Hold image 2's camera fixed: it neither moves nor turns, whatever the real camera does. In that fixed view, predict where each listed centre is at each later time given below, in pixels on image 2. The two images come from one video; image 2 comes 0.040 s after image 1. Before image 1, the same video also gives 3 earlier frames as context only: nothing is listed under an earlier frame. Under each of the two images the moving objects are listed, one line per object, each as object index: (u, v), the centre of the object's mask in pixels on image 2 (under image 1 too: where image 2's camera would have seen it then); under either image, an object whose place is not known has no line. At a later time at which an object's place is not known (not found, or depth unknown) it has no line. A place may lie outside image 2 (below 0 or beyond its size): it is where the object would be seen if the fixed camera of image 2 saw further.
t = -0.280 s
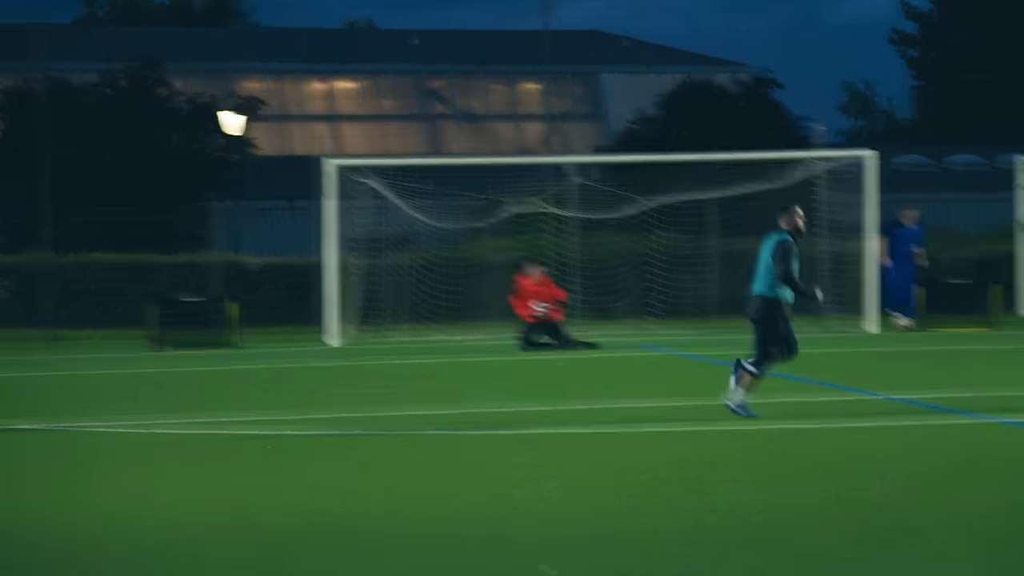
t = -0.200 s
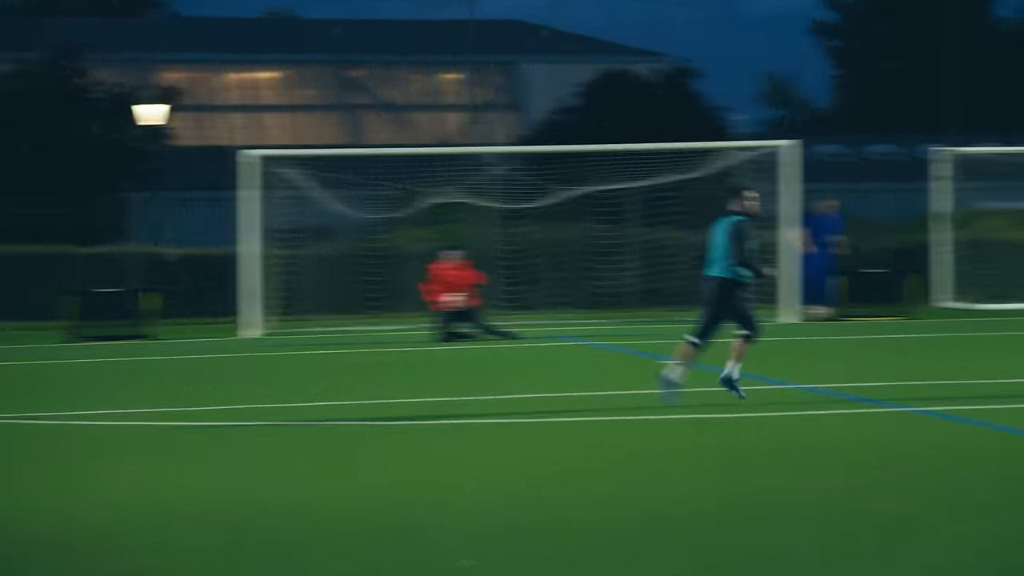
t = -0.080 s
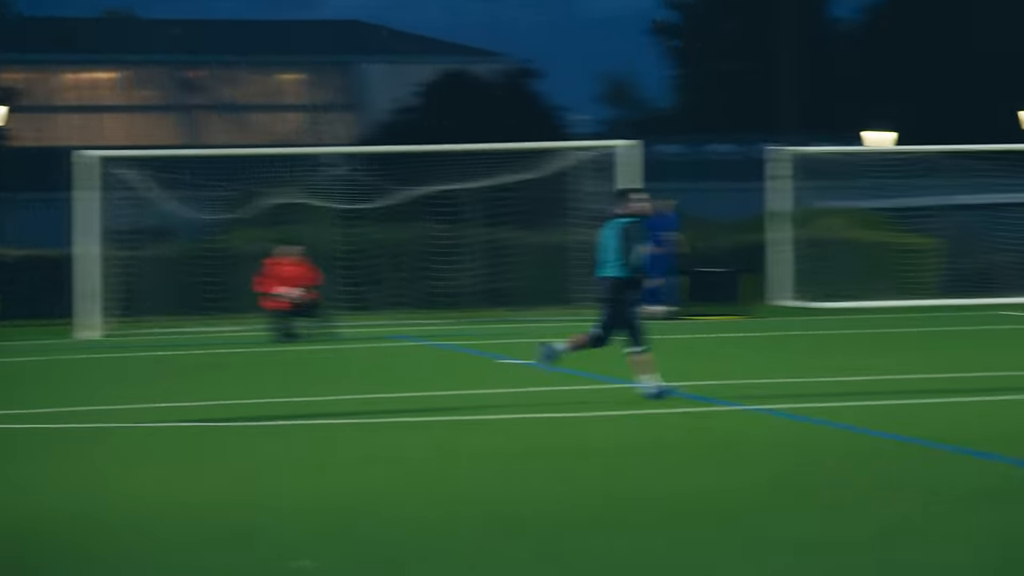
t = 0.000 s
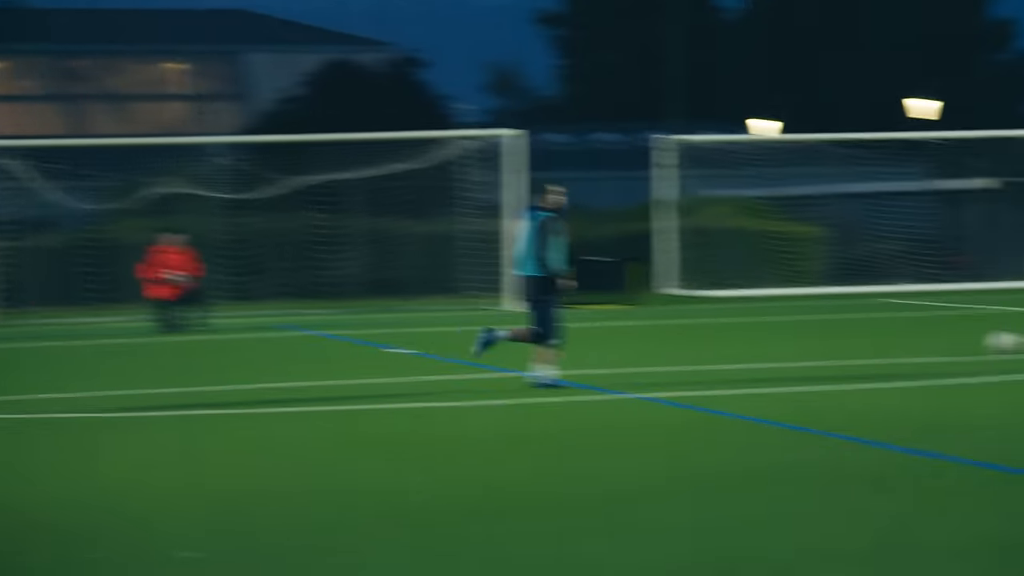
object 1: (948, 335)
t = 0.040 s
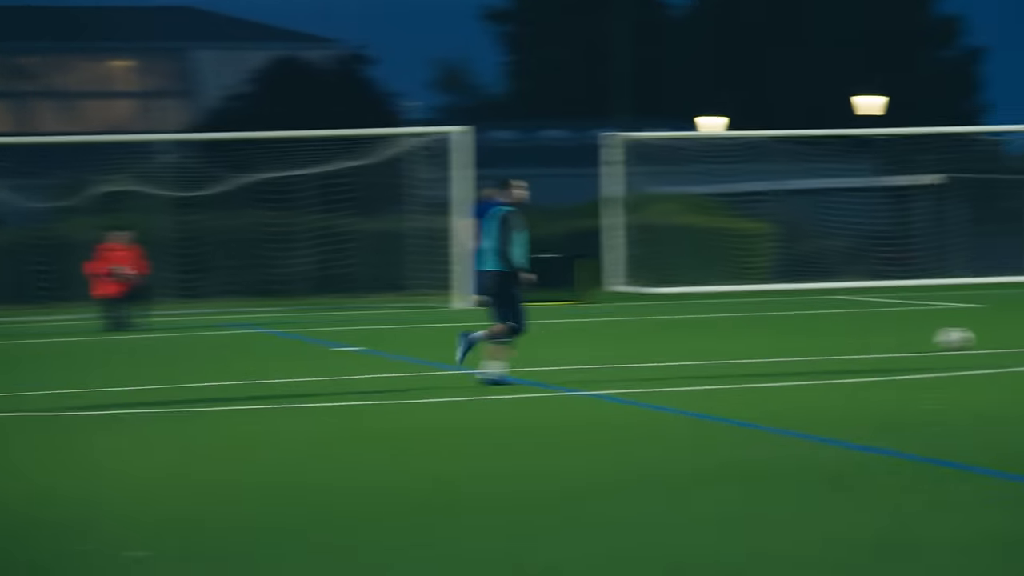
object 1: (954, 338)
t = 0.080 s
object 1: (956, 340)
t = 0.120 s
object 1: (960, 341)
